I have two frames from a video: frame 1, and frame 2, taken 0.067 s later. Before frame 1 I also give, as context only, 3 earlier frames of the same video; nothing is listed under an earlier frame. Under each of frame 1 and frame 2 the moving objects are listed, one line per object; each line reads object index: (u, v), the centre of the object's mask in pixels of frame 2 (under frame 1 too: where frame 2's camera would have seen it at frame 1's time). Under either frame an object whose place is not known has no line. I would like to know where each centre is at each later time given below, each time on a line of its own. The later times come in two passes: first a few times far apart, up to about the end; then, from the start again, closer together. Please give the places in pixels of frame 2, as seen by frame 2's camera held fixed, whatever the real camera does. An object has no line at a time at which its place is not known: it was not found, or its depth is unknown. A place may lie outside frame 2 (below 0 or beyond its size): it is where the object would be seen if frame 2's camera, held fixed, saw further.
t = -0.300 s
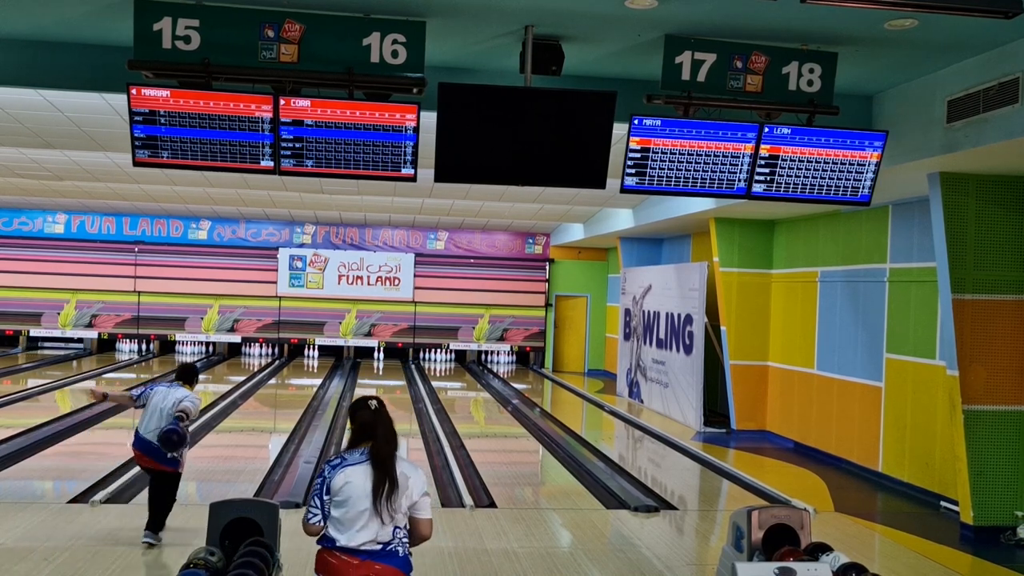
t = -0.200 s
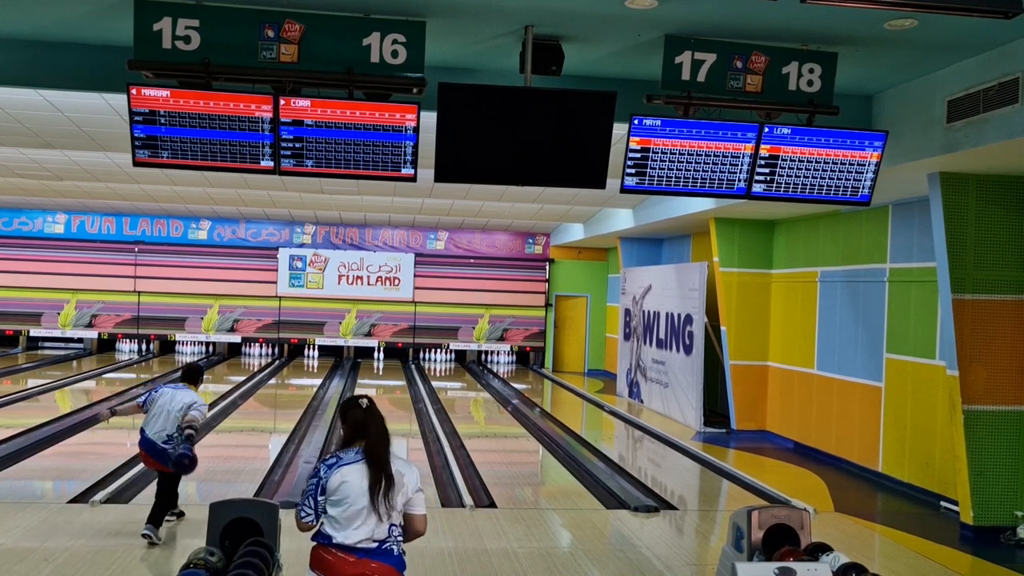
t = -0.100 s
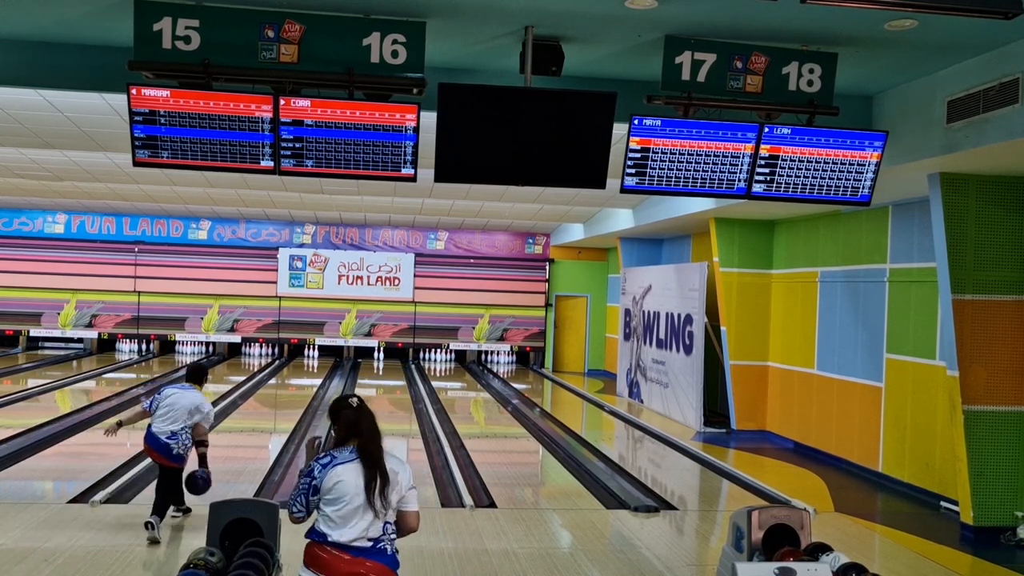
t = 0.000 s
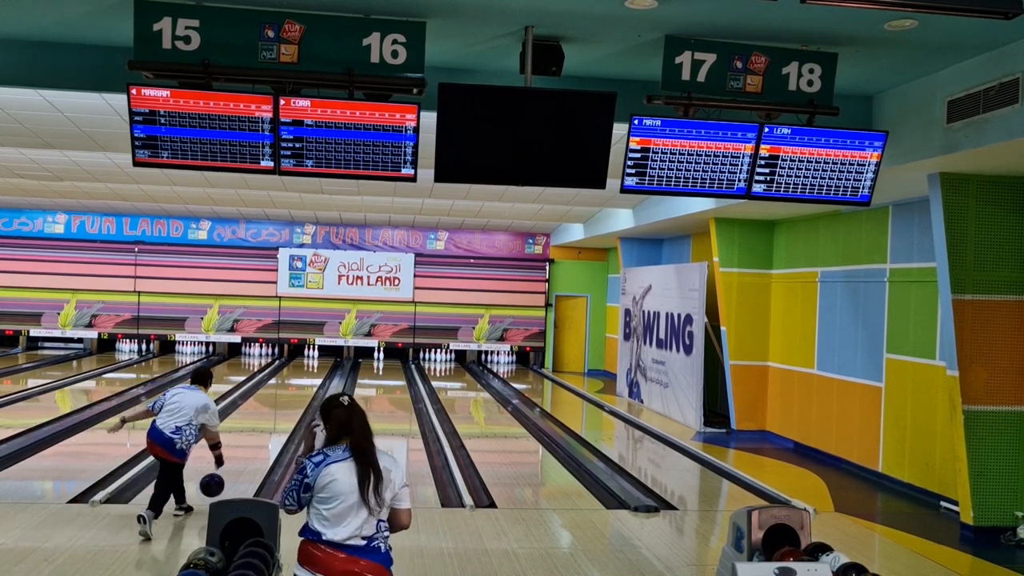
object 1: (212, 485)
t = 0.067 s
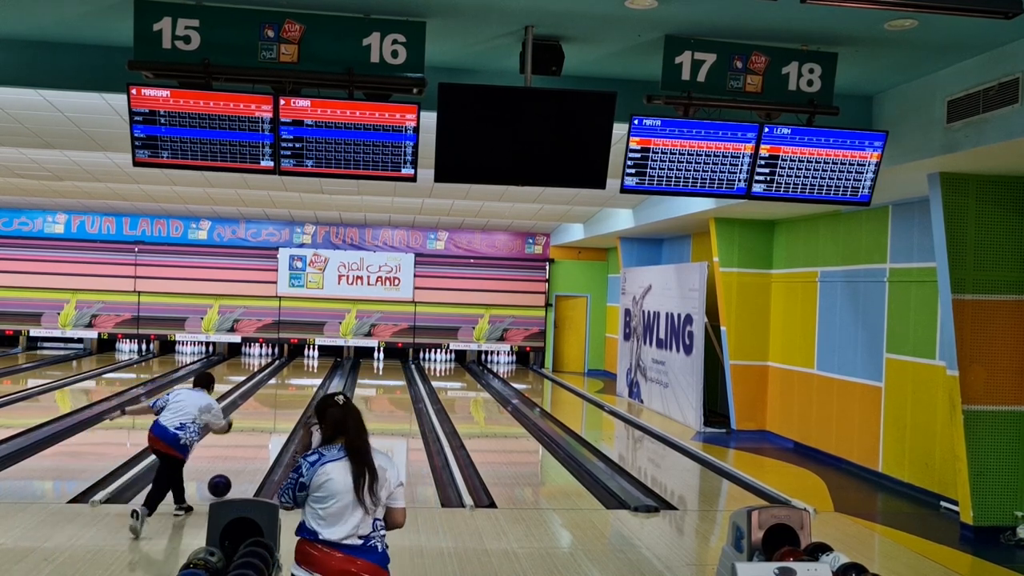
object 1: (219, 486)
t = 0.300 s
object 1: (242, 460)
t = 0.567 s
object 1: (261, 436)
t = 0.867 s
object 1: (276, 416)
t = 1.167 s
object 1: (287, 401)
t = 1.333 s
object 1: (291, 394)
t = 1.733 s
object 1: (302, 380)
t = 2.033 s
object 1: (307, 373)
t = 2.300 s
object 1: (310, 367)
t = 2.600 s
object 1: (312, 362)
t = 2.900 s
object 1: (311, 357)
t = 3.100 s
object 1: (310, 353)
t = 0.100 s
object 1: (223, 483)
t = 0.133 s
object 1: (226, 478)
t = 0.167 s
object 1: (230, 474)
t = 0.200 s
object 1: (233, 471)
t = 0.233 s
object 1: (236, 467)
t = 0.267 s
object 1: (239, 464)
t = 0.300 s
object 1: (242, 460)
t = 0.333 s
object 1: (245, 456)
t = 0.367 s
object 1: (247, 453)
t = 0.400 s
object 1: (250, 450)
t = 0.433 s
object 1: (252, 447)
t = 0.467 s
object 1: (254, 444)
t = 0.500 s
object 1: (256, 441)
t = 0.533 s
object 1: (259, 439)
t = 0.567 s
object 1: (261, 436)
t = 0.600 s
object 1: (263, 433)
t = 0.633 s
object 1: (265, 431)
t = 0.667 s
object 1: (266, 429)
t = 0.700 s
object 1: (268, 427)
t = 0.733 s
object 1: (270, 424)
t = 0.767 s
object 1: (271, 422)
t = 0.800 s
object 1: (273, 420)
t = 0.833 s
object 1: (274, 418)
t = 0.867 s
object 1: (276, 416)
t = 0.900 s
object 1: (277, 414)
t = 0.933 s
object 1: (279, 412)
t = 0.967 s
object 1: (280, 410)
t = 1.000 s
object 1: (281, 409)
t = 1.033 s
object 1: (283, 407)
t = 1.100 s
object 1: (285, 404)
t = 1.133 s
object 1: (286, 403)
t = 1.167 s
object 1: (287, 401)
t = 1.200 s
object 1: (288, 400)
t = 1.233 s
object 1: (289, 398)
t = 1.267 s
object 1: (290, 397)
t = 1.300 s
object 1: (290, 395)
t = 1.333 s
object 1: (291, 394)
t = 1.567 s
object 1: (298, 386)
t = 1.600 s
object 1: (299, 385)
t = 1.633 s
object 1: (300, 384)
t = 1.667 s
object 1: (300, 383)
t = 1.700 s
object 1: (301, 382)
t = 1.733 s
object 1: (302, 380)
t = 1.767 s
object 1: (302, 380)
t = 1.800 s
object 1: (303, 379)
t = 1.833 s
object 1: (303, 378)
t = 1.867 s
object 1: (304, 377)
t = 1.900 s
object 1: (305, 376)
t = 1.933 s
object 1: (306, 375)
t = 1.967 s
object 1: (306, 374)
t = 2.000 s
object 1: (306, 374)
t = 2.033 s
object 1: (307, 373)
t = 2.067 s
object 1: (308, 372)
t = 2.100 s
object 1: (308, 371)
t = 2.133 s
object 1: (308, 370)
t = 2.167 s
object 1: (309, 369)
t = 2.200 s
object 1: (309, 369)
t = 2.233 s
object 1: (310, 368)
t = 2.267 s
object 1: (310, 367)
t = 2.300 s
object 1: (310, 367)
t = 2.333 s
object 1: (310, 366)
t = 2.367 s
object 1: (310, 365)
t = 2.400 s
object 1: (311, 364)
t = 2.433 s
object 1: (311, 364)
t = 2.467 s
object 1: (311, 363)
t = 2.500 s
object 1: (311, 363)
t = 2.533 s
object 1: (312, 362)
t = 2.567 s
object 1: (312, 362)
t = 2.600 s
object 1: (312, 362)
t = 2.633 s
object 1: (312, 361)
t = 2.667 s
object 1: (312, 361)
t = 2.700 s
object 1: (312, 361)
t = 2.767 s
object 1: (312, 359)
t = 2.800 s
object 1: (311, 358)
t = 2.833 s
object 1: (311, 358)
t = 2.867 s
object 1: (311, 357)
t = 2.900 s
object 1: (311, 357)
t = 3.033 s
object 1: (310, 355)
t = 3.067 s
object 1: (310, 355)
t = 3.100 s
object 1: (310, 353)
